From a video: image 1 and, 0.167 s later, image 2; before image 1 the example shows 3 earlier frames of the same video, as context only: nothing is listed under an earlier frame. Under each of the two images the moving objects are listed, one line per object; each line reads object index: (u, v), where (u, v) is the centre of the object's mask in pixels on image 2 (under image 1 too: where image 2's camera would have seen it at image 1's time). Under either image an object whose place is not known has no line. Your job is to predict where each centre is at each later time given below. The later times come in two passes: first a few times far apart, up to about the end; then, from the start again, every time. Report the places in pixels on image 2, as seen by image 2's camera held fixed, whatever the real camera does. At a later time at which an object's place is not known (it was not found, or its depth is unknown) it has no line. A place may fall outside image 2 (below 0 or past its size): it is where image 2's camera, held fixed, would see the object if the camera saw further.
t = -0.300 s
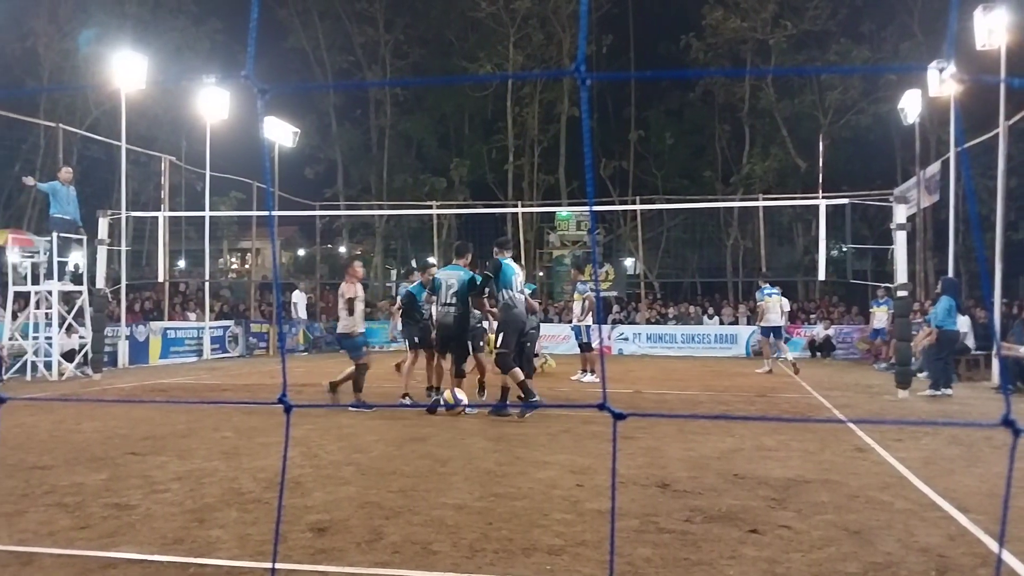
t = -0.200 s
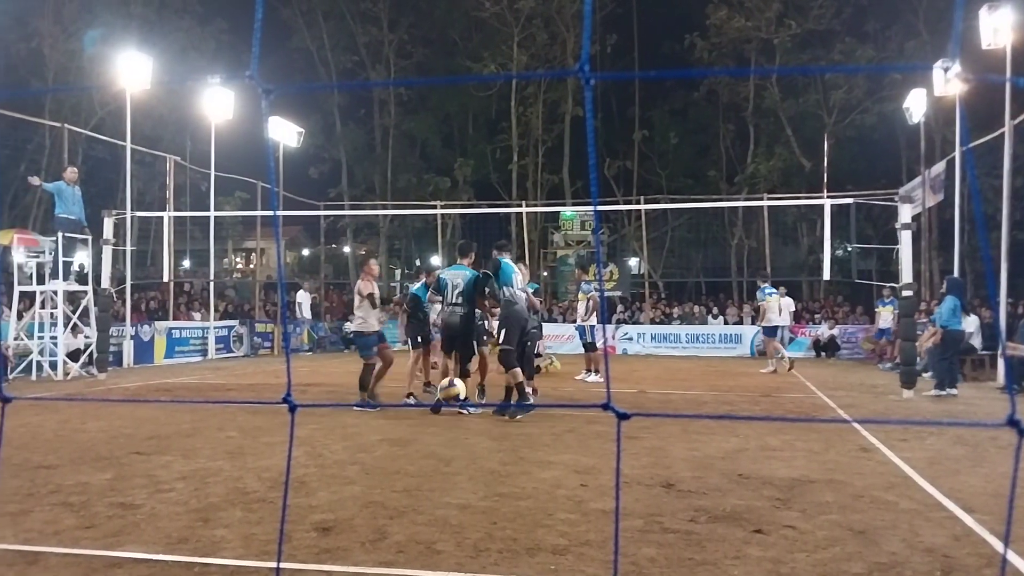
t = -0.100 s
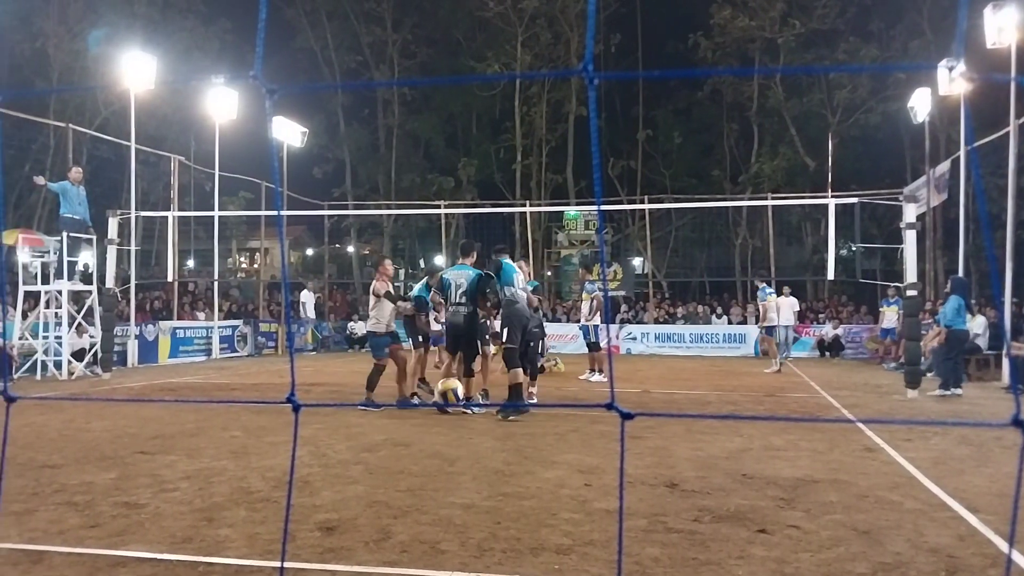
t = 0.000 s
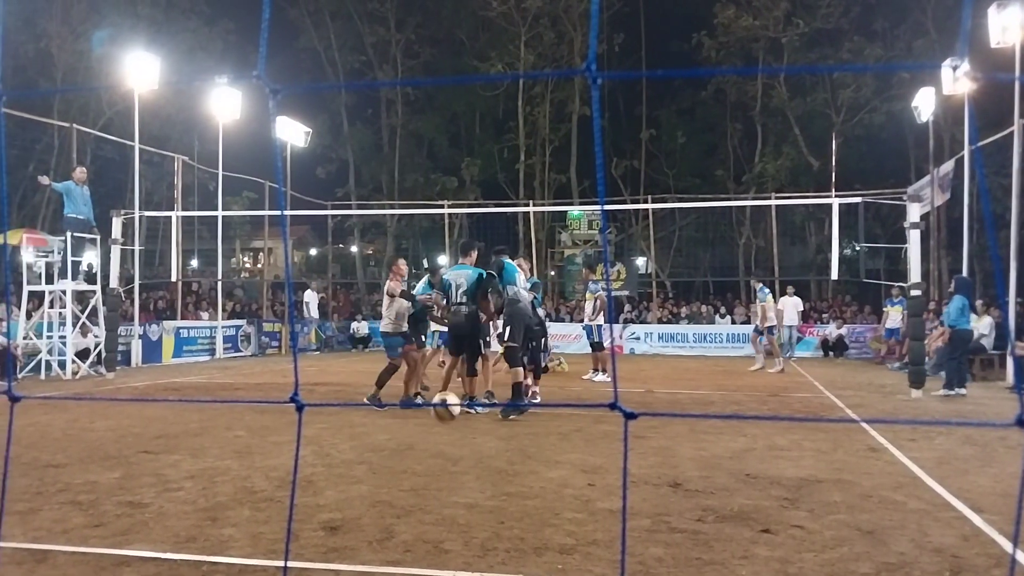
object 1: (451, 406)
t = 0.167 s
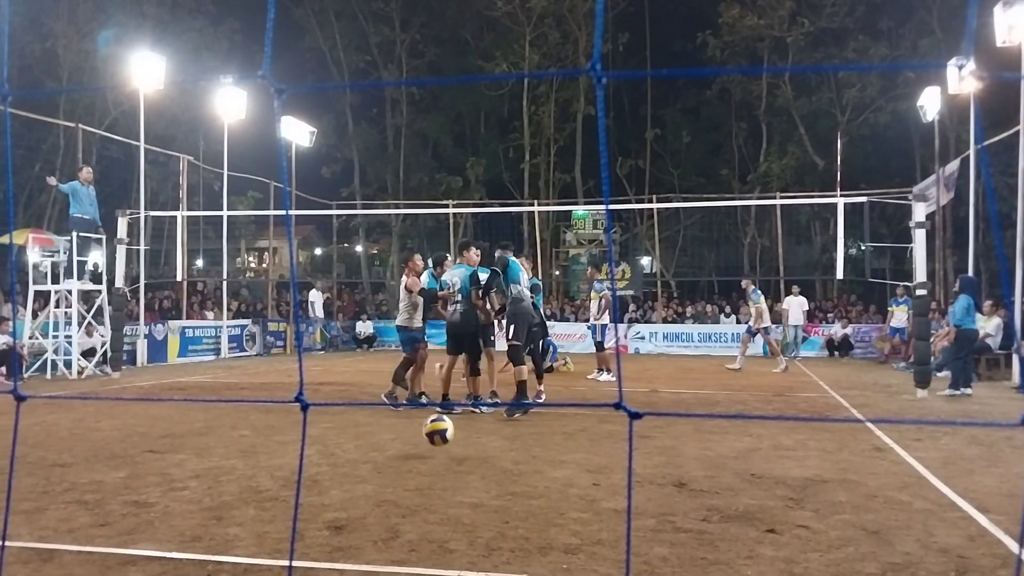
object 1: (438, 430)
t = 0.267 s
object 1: (431, 421)
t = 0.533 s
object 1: (410, 458)
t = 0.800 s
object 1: (386, 468)
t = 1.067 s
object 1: (357, 478)
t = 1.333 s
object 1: (317, 505)
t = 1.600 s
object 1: (251, 554)
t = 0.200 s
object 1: (436, 425)
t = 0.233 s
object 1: (434, 422)
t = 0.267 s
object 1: (431, 421)
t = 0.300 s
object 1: (429, 421)
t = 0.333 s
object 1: (427, 422)
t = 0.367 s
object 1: (424, 425)
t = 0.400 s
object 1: (422, 430)
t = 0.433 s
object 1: (419, 437)
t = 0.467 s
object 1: (416, 446)
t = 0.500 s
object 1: (414, 457)
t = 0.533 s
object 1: (410, 458)
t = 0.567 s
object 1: (407, 453)
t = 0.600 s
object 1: (405, 450)
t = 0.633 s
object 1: (401, 448)
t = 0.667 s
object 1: (399, 448)
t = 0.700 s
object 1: (396, 450)
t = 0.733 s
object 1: (393, 454)
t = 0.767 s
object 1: (389, 460)
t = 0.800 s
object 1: (386, 468)
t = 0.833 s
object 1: (382, 481)
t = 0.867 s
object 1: (379, 481)
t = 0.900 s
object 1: (375, 475)
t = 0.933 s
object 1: (371, 471)
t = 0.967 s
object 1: (368, 470)
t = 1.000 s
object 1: (365, 470)
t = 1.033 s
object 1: (361, 473)
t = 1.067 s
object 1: (357, 478)
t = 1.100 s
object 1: (353, 485)
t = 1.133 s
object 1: (349, 496)
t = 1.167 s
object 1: (344, 510)
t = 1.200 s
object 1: (340, 507)
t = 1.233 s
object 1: (333, 503)
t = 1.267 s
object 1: (327, 501)
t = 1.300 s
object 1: (322, 501)
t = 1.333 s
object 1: (317, 505)
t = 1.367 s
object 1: (310, 510)
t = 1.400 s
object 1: (303, 519)
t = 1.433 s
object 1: (294, 532)
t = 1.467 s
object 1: (287, 537)
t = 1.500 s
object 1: (278, 538)
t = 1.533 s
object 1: (266, 541)
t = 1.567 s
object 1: (260, 547)
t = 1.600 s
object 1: (251, 554)
